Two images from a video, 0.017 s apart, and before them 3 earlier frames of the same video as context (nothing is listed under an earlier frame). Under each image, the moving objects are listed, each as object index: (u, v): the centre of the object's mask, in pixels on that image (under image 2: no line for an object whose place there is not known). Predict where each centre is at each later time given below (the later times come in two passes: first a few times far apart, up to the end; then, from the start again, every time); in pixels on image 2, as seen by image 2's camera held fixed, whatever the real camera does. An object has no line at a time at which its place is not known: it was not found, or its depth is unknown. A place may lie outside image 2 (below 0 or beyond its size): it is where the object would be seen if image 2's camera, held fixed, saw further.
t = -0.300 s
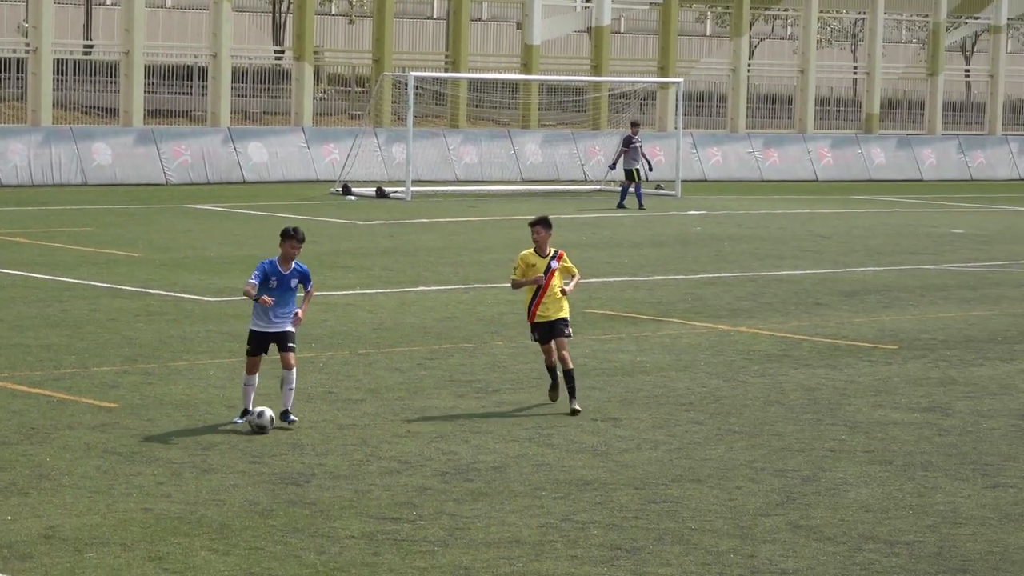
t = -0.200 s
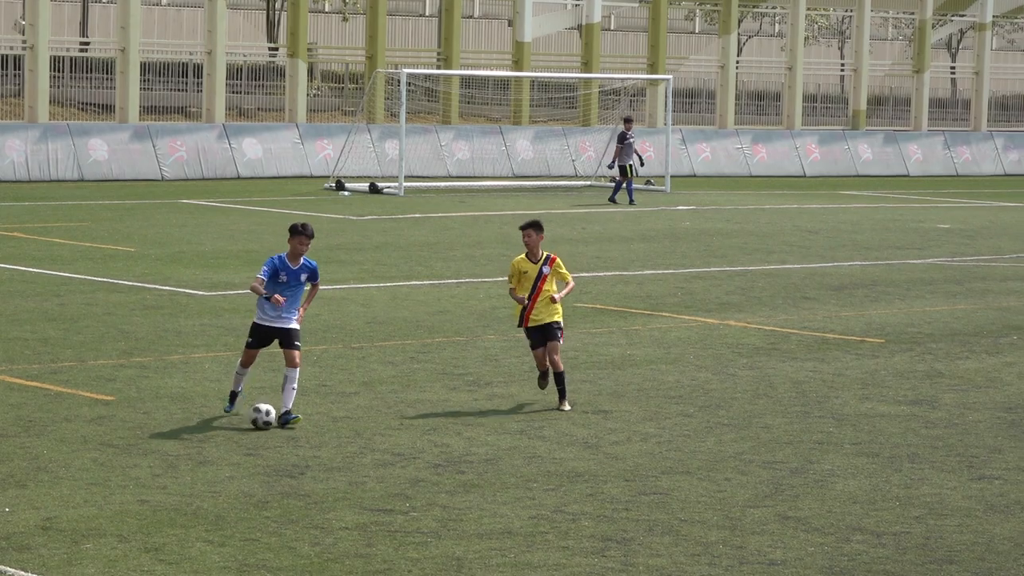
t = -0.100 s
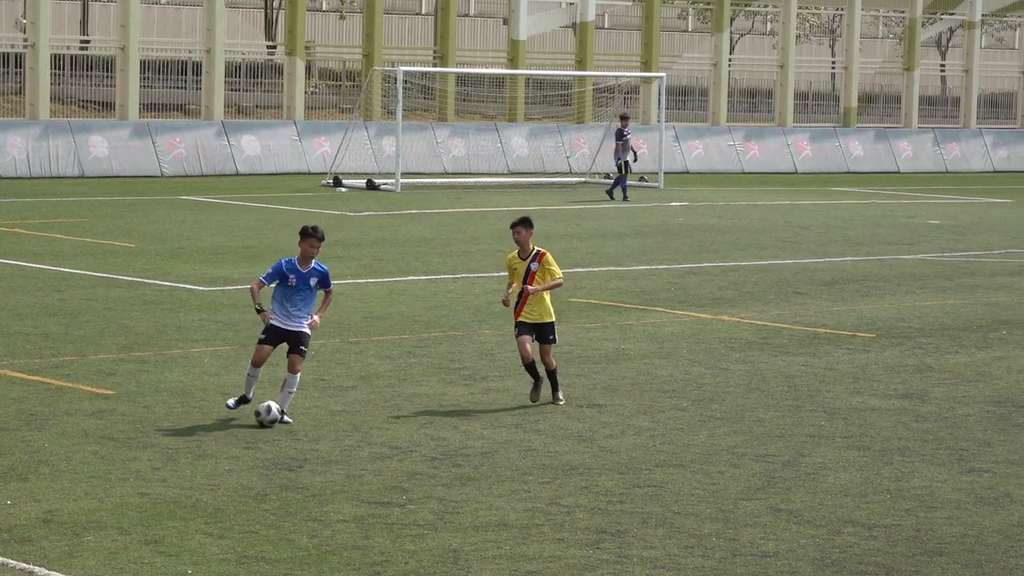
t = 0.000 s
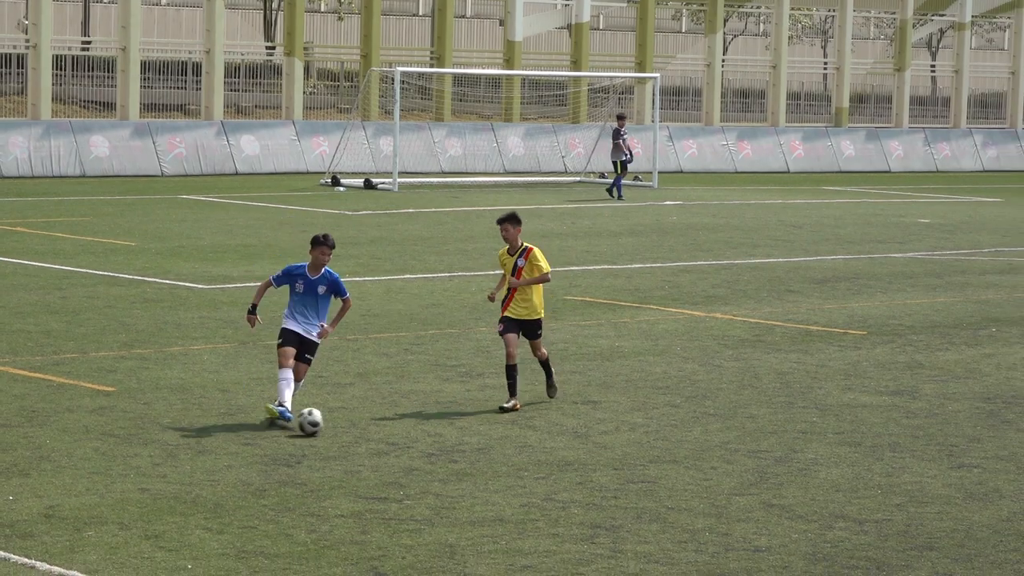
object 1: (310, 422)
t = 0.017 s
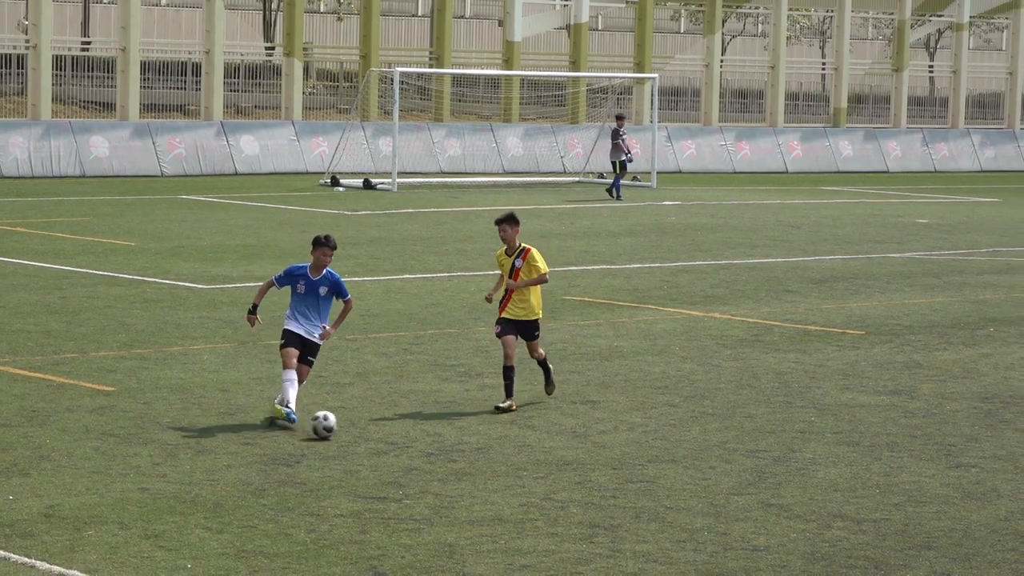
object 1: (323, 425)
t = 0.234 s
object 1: (513, 474)
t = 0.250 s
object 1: (527, 477)
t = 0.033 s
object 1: (338, 429)
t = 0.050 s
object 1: (353, 433)
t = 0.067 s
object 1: (367, 437)
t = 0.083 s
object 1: (381, 441)
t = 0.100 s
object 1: (395, 444)
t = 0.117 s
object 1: (410, 448)
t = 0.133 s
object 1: (425, 452)
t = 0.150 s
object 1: (439, 456)
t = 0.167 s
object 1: (454, 460)
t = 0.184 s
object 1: (469, 463)
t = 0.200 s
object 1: (483, 467)
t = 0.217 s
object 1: (498, 470)
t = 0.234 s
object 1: (513, 474)
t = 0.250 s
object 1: (527, 477)
